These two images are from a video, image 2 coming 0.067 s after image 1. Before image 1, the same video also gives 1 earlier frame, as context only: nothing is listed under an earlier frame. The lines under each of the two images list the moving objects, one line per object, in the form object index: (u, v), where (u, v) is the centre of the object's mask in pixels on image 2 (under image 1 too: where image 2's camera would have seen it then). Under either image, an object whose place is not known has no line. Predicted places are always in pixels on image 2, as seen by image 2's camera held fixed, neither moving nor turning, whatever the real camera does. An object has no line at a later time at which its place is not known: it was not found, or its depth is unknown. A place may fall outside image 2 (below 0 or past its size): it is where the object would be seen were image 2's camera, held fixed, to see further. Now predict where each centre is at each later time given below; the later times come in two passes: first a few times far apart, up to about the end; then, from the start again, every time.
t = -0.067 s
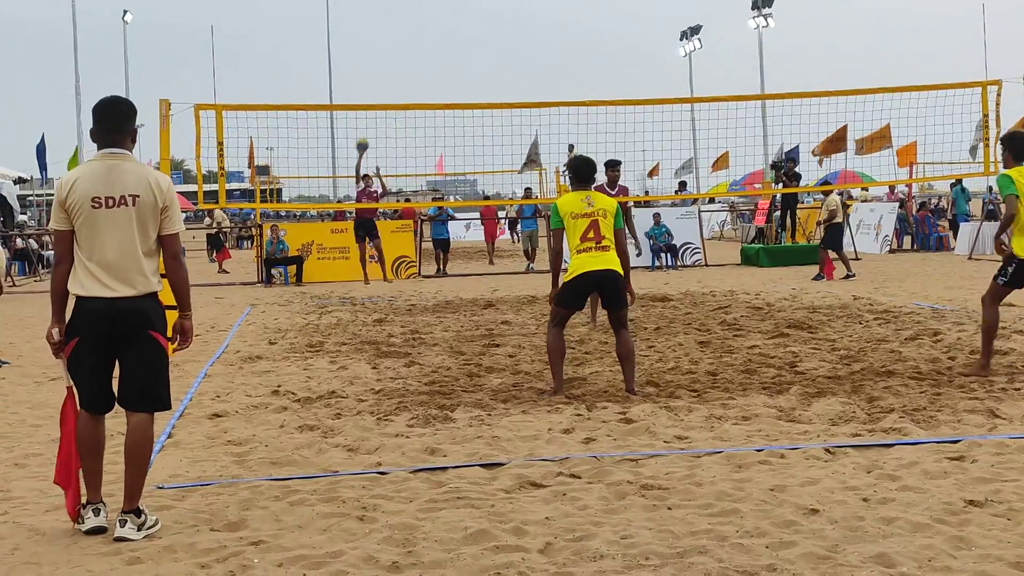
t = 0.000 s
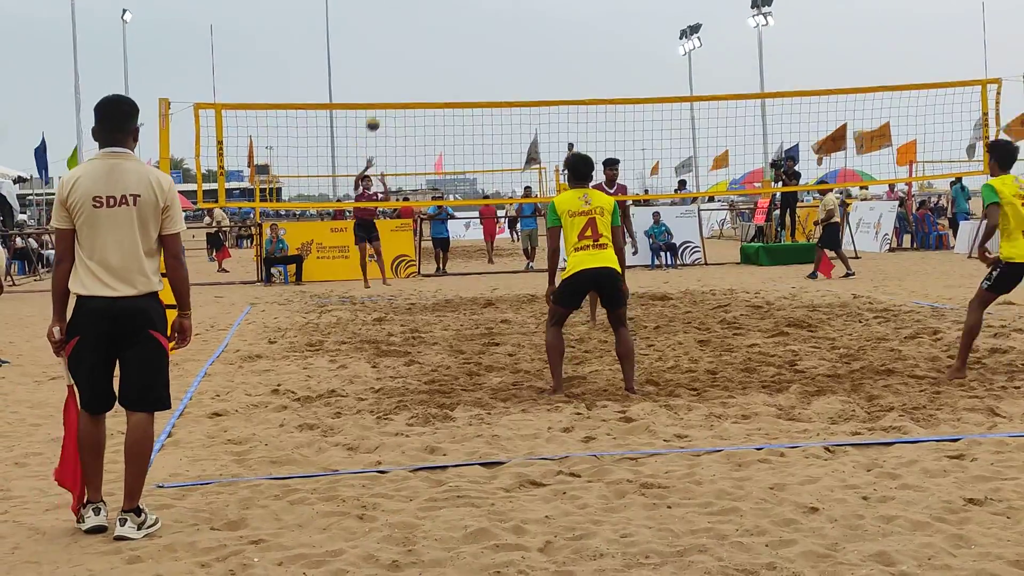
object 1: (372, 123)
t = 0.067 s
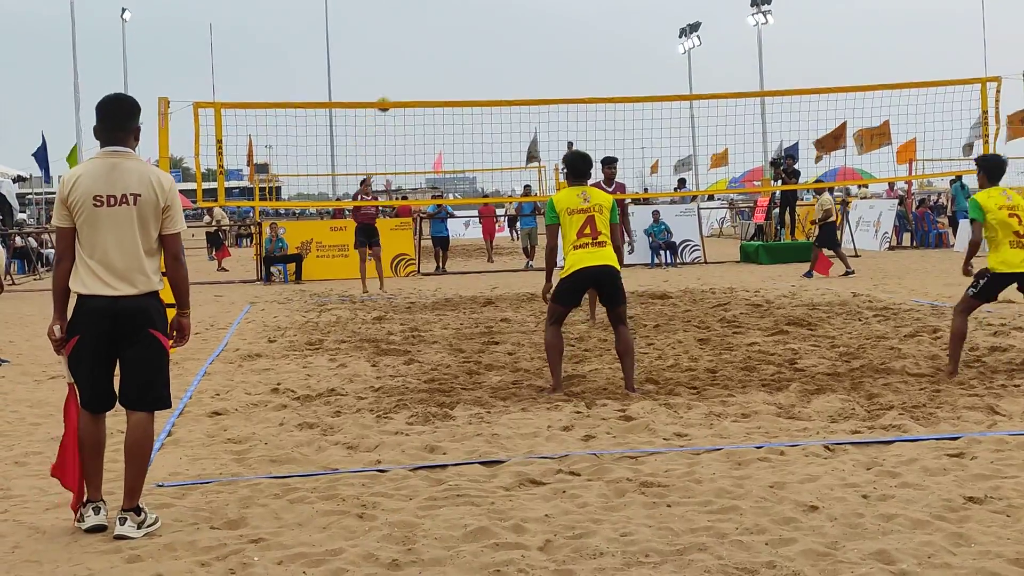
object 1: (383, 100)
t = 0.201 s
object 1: (408, 75)
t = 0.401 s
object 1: (452, 59)
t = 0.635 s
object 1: (513, 97)
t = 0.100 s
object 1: (389, 94)
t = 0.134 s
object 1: (395, 88)
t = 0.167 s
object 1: (402, 81)
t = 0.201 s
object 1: (408, 75)
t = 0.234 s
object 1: (415, 69)
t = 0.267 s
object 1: (422, 65)
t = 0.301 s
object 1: (429, 62)
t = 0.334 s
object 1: (436, 60)
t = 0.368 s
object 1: (444, 59)
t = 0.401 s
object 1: (452, 59)
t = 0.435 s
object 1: (460, 61)
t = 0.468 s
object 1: (468, 64)
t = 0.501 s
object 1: (476, 68)
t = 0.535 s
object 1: (485, 73)
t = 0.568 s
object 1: (494, 80)
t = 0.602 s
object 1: (503, 88)
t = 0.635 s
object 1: (513, 97)
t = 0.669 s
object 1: (522, 109)
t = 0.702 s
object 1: (532, 122)
